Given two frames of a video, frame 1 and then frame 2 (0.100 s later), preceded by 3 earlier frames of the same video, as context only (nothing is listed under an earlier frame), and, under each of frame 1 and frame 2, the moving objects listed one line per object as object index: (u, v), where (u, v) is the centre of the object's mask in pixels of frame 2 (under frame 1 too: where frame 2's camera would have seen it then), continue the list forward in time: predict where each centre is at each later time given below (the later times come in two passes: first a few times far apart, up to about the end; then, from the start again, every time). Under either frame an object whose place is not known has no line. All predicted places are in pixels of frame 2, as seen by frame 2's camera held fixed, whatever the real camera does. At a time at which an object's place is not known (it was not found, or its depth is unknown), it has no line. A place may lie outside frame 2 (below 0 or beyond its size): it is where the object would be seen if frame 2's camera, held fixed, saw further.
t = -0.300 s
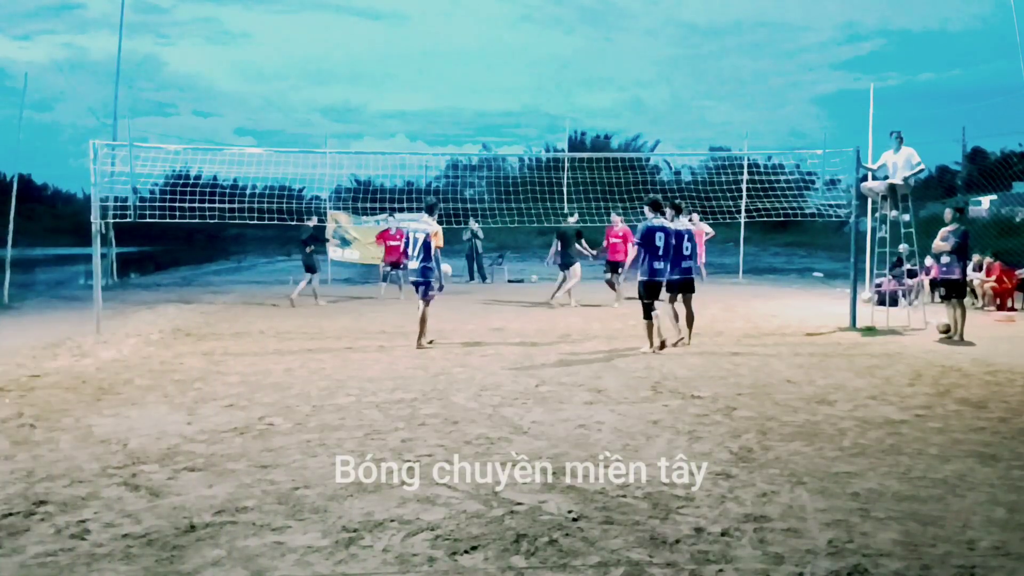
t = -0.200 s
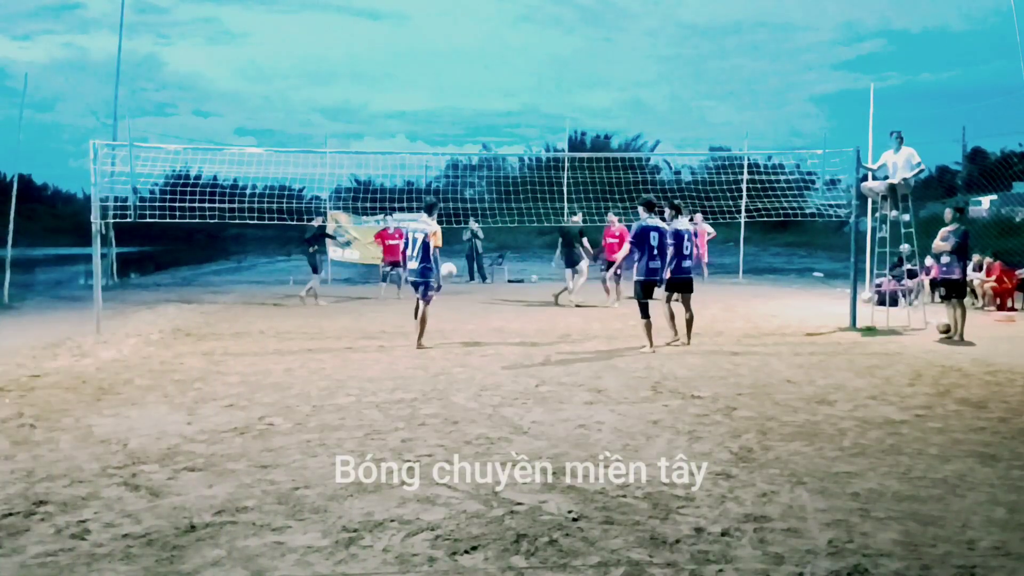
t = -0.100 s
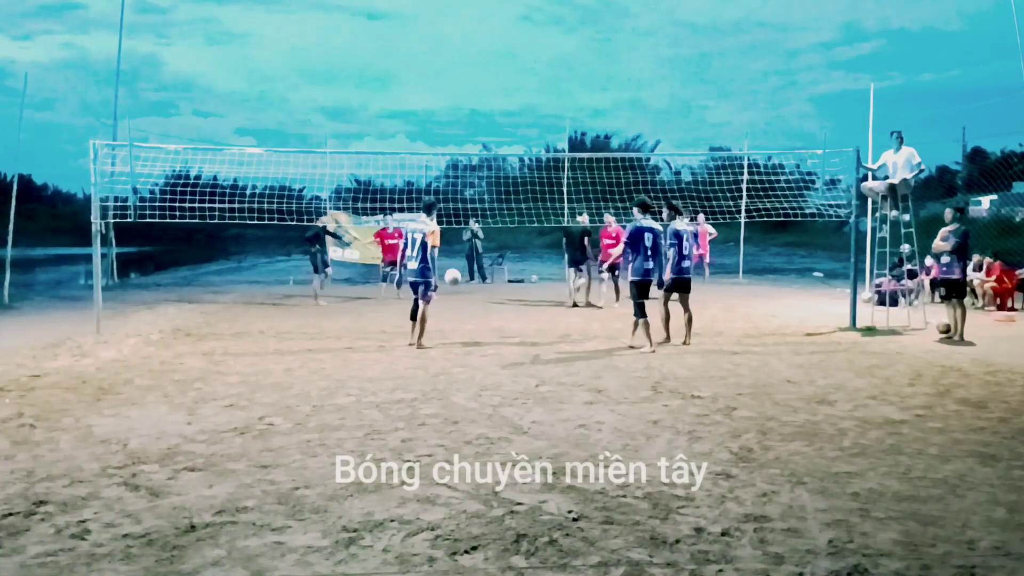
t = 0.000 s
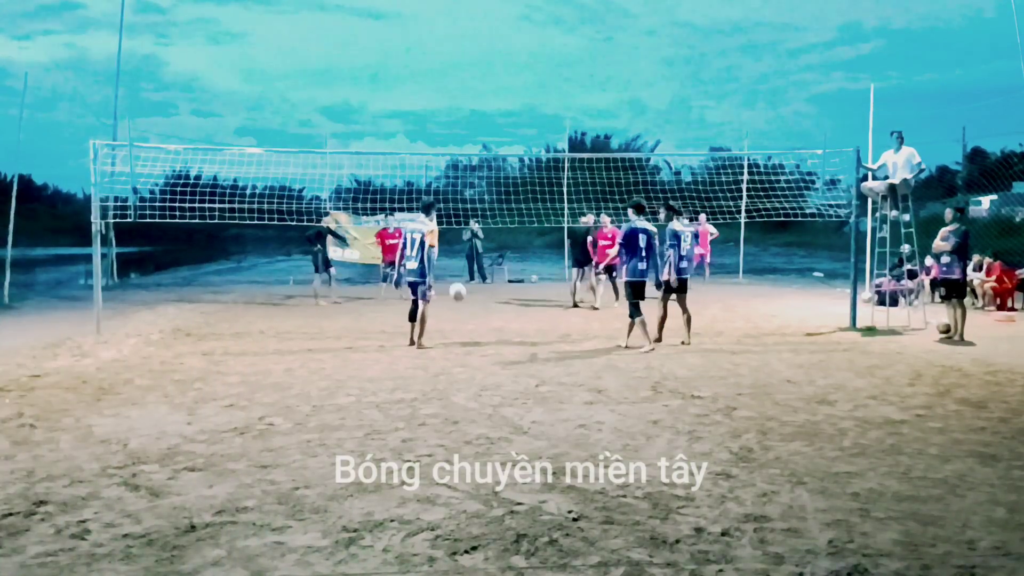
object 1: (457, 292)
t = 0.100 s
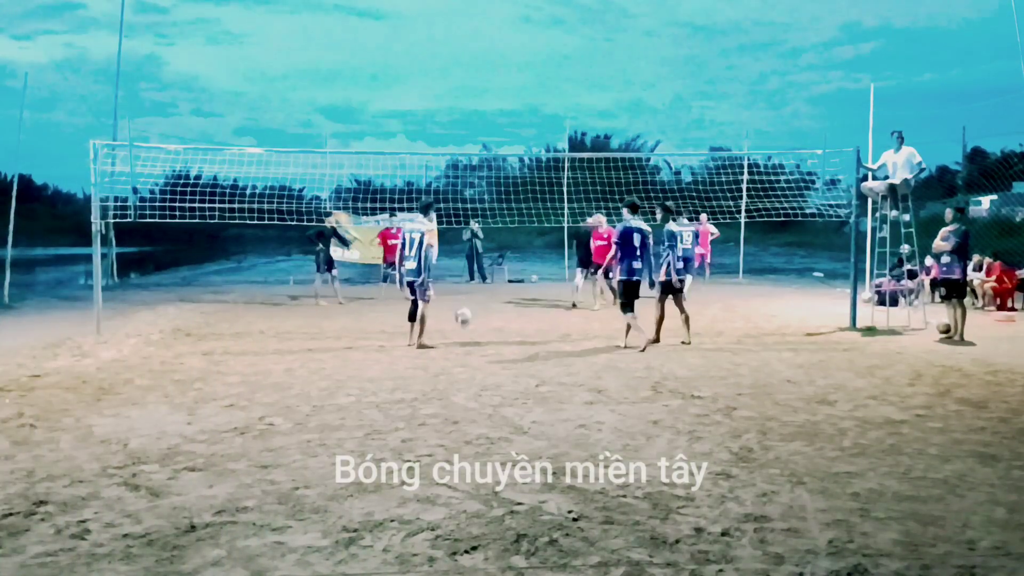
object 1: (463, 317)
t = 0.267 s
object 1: (471, 323)
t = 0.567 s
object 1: (486, 317)
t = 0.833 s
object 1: (503, 359)
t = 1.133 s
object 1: (522, 362)
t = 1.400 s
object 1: (543, 386)
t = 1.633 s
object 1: (563, 410)
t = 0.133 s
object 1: (465, 326)
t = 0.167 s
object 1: (466, 337)
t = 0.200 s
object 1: (469, 335)
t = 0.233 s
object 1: (469, 328)
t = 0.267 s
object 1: (471, 323)
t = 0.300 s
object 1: (473, 319)
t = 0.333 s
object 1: (475, 315)
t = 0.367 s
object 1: (476, 313)
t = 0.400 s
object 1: (478, 311)
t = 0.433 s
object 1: (479, 310)
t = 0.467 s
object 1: (480, 311)
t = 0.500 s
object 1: (483, 312)
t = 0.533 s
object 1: (485, 314)
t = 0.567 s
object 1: (486, 317)
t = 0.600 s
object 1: (488, 322)
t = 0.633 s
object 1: (490, 328)
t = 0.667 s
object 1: (492, 335)
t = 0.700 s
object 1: (494, 343)
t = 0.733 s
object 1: (496, 354)
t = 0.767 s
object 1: (499, 366)
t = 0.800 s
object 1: (501, 364)
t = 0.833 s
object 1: (503, 359)
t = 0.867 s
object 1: (505, 355)
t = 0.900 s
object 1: (506, 351)
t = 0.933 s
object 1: (509, 349)
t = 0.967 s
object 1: (511, 348)
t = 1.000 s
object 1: (513, 349)
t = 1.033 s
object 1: (515, 350)
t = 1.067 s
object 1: (517, 353)
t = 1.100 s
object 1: (519, 356)
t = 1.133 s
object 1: (522, 362)
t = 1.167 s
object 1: (524, 370)
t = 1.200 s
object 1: (527, 378)
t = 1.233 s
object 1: (529, 388)
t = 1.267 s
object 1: (532, 401)
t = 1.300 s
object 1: (535, 399)
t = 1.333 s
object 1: (537, 394)
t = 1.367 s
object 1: (541, 389)
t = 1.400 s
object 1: (543, 386)
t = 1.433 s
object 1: (545, 385)
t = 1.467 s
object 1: (549, 384)
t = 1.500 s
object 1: (551, 386)
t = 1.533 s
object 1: (554, 390)
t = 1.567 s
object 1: (557, 394)
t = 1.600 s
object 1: (560, 401)
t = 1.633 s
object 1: (563, 410)
